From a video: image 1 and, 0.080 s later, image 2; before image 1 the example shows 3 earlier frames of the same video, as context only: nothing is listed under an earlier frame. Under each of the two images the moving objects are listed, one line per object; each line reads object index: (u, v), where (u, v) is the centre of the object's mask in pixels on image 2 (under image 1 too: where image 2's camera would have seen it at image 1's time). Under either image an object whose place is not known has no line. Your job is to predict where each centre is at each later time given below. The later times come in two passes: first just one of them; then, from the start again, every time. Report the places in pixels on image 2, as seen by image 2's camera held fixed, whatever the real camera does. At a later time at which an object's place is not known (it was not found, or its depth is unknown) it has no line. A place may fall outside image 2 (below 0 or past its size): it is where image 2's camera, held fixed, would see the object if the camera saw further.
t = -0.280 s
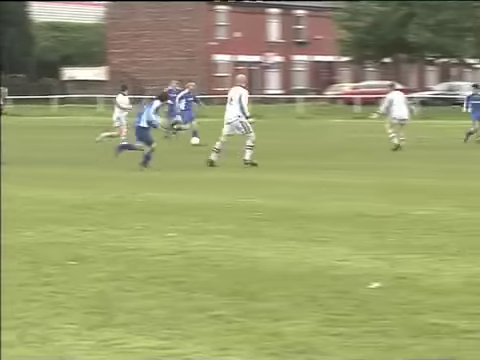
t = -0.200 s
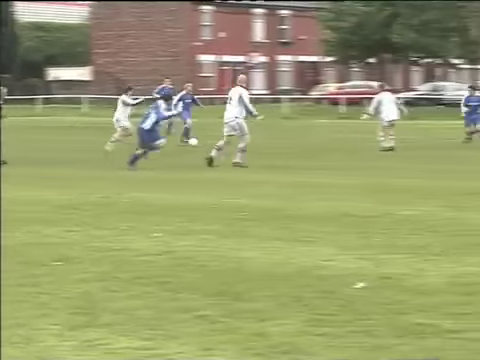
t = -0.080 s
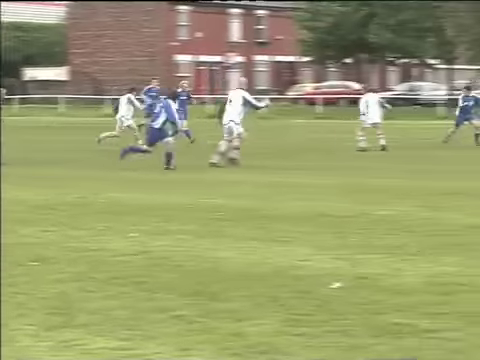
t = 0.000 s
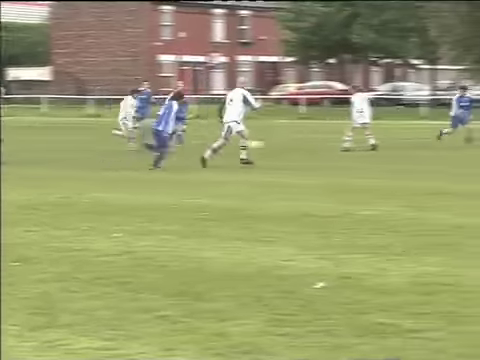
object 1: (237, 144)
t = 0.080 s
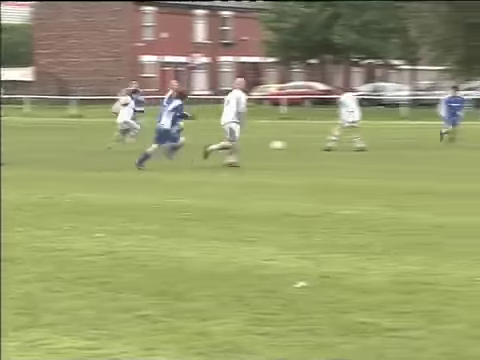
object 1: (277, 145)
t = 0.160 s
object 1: (316, 146)
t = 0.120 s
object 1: (297, 145)
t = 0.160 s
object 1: (316, 146)
